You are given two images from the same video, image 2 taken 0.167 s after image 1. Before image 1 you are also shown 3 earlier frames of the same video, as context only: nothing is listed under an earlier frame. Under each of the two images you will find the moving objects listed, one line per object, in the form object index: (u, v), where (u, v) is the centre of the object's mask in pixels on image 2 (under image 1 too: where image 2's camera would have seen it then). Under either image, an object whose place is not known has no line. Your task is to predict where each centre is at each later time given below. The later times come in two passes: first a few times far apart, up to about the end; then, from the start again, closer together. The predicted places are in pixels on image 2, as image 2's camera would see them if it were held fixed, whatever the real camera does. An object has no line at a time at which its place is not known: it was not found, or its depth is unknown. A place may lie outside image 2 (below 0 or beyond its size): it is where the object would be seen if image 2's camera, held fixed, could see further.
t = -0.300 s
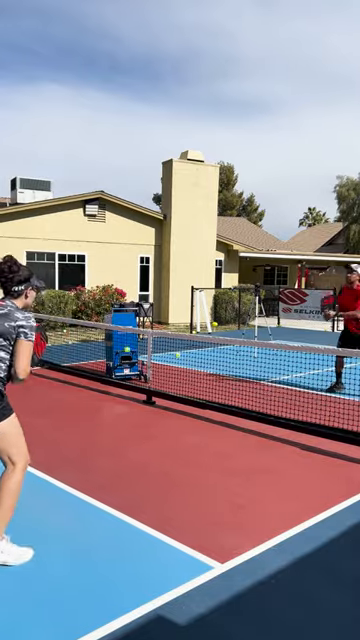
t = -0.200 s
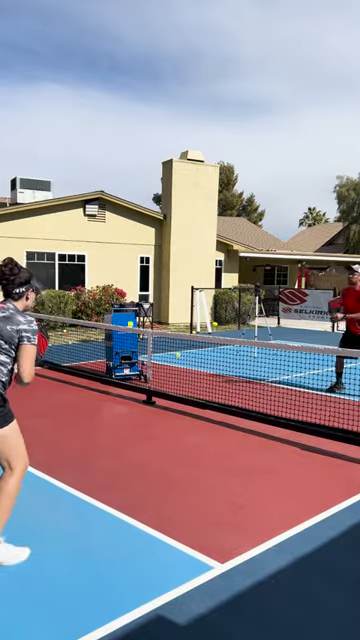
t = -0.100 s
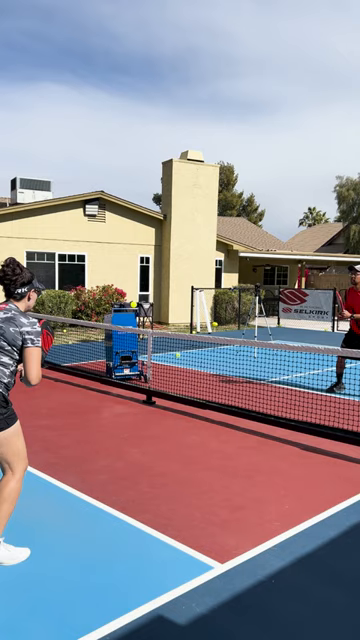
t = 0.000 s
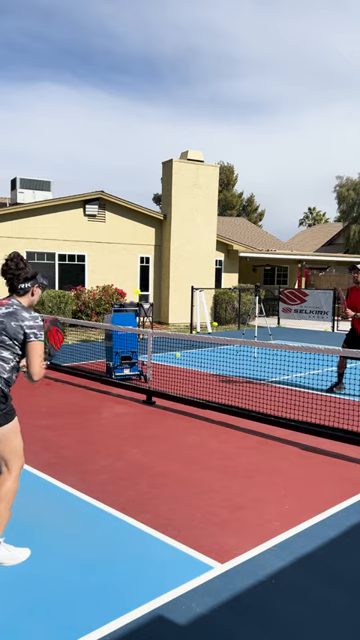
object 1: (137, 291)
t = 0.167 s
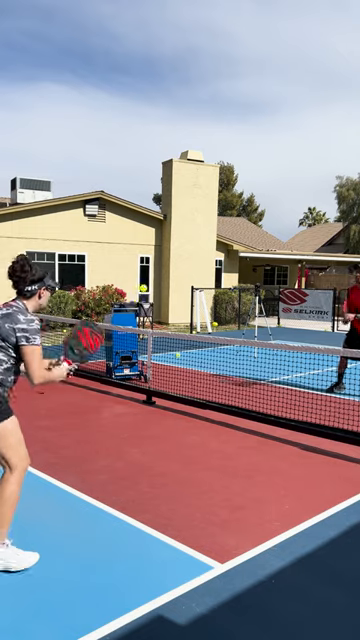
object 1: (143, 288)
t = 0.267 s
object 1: (146, 299)
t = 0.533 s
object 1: (158, 396)
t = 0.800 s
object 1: (170, 427)
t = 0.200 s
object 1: (144, 290)
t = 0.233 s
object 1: (145, 294)
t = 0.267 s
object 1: (146, 299)
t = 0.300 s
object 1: (148, 306)
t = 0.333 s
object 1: (150, 314)
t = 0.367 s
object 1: (151, 323)
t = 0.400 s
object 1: (152, 334)
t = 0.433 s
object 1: (154, 347)
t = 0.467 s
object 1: (155, 361)
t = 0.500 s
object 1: (157, 378)
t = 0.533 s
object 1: (158, 396)
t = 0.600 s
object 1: (161, 440)
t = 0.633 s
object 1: (163, 466)
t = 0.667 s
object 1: (164, 464)
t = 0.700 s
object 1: (165, 453)
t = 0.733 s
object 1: (167, 442)
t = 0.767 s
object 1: (168, 434)
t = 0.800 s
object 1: (170, 427)
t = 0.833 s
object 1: (172, 421)
